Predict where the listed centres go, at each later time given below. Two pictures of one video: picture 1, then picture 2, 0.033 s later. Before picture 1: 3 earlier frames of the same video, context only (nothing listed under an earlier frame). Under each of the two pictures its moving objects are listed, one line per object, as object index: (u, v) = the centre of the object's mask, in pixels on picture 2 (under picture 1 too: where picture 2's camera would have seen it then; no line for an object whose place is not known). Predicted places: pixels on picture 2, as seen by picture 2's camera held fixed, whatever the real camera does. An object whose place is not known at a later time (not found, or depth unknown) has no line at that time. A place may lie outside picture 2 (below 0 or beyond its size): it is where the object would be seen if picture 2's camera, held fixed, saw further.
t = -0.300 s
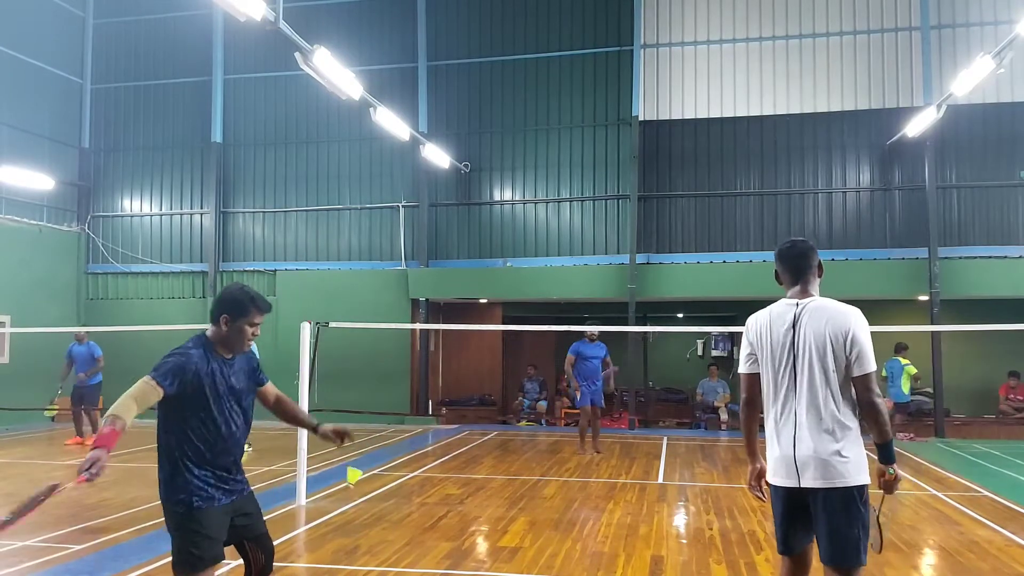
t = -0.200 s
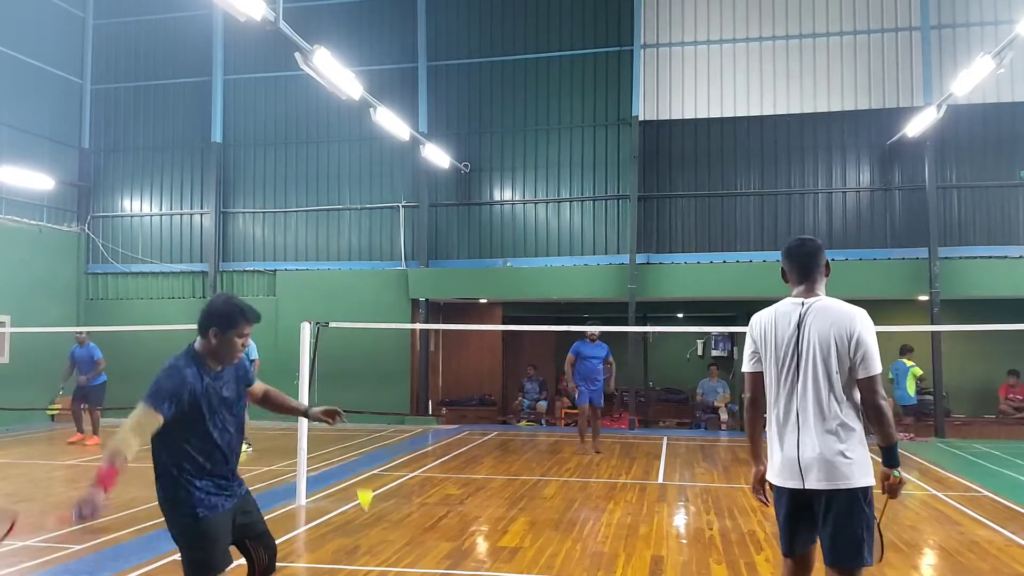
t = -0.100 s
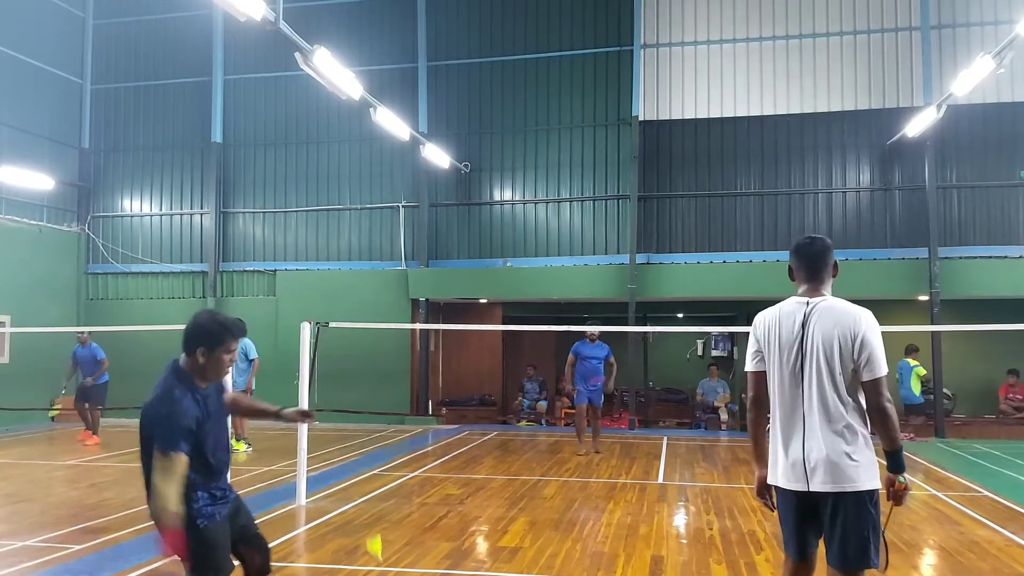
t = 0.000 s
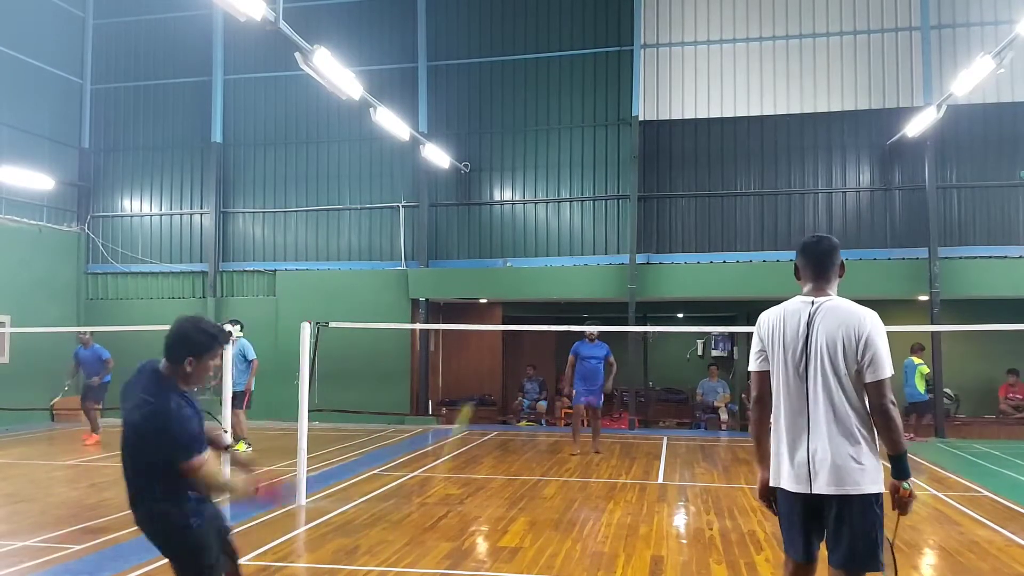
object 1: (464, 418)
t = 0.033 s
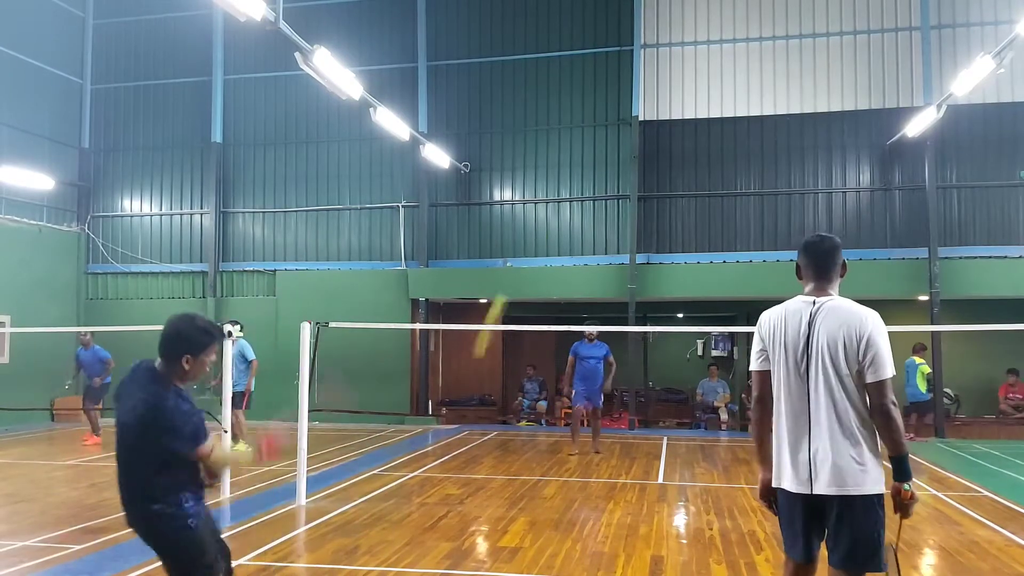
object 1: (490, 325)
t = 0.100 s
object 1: (556, 192)
